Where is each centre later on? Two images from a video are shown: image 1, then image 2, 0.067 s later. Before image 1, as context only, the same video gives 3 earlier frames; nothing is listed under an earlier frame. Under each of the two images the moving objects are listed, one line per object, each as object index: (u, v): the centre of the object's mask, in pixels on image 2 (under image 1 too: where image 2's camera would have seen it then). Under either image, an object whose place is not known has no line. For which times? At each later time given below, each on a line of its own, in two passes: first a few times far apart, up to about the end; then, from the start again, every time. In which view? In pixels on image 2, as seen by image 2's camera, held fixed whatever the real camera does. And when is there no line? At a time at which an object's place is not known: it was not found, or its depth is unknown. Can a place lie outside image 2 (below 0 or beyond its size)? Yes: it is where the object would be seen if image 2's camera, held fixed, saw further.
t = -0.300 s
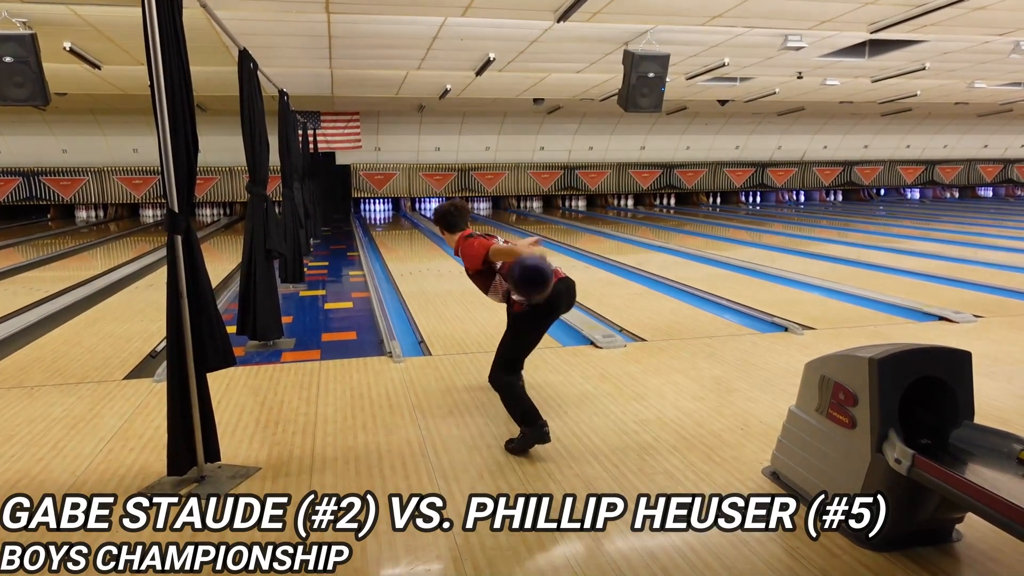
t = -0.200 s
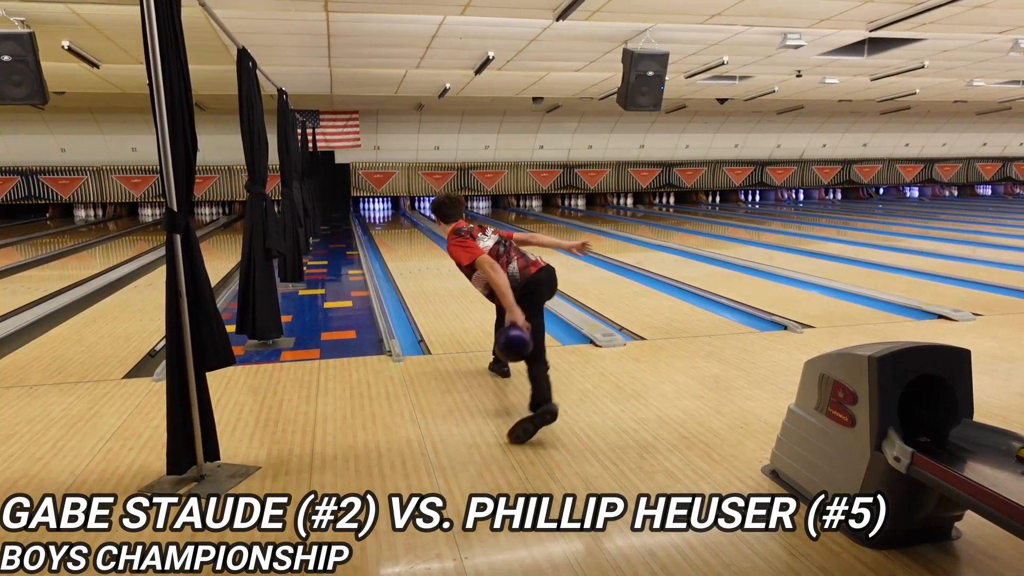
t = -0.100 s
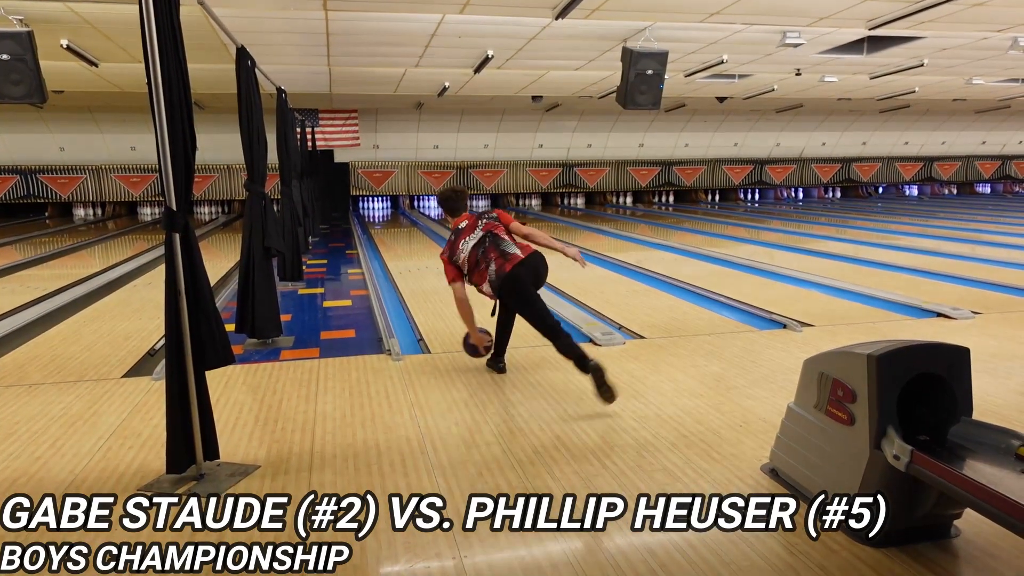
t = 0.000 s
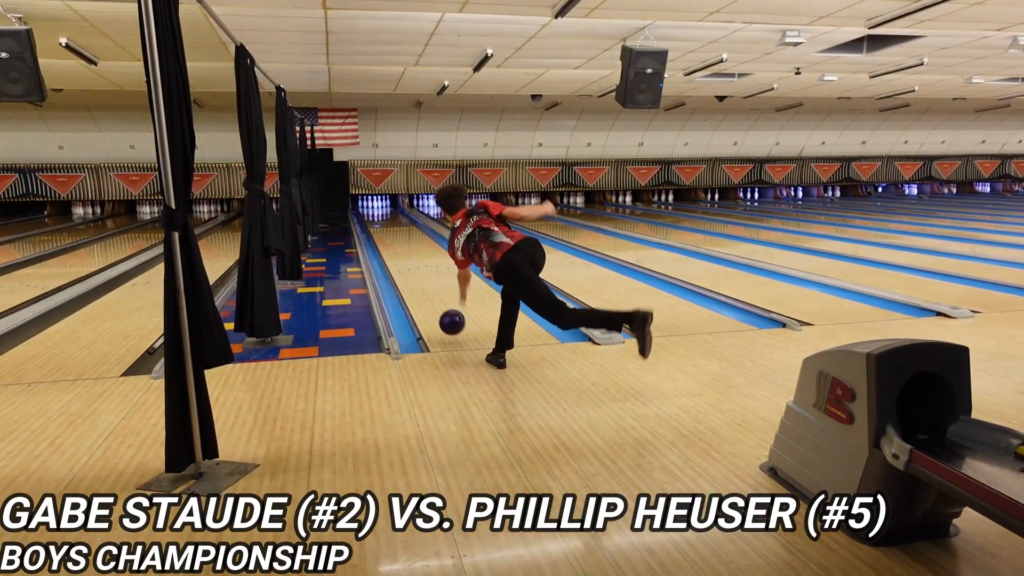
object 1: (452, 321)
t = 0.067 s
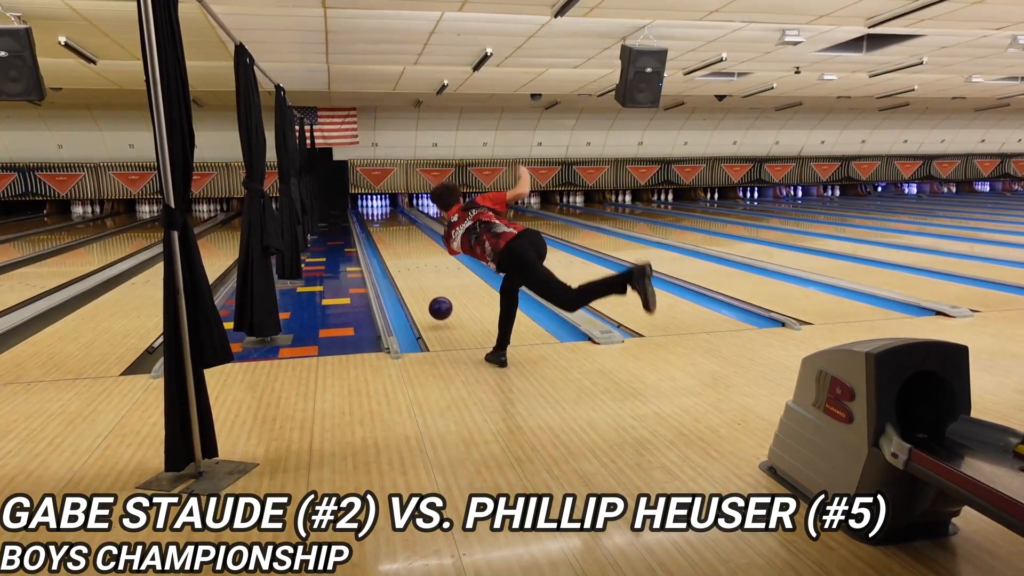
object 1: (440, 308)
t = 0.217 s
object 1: (422, 290)
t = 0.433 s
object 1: (404, 265)
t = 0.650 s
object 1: (392, 248)
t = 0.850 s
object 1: (384, 237)
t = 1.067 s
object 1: (379, 228)
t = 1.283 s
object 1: (375, 221)
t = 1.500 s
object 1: (373, 216)
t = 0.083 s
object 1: (438, 306)
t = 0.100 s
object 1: (436, 304)
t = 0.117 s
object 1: (433, 302)
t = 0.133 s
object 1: (431, 302)
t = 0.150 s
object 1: (429, 300)
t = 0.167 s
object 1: (427, 297)
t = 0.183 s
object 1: (425, 294)
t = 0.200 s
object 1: (424, 292)
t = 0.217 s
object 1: (422, 290)
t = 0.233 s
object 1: (420, 287)
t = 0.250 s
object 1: (419, 285)
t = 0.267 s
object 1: (417, 283)
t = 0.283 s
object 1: (415, 281)
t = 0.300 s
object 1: (414, 279)
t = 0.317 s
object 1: (412, 277)
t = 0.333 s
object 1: (411, 275)
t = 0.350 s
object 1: (410, 273)
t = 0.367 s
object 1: (408, 272)
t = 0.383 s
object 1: (407, 270)
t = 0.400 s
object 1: (406, 268)
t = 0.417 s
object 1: (405, 267)
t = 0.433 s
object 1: (404, 265)
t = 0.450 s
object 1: (403, 264)
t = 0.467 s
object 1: (402, 262)
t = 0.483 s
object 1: (401, 261)
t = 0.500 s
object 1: (400, 260)
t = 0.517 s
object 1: (399, 258)
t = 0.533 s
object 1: (398, 257)
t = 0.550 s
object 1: (397, 255)
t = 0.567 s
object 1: (396, 254)
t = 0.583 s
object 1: (395, 253)
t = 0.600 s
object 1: (394, 252)
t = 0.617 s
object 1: (393, 251)
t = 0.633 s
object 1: (393, 250)
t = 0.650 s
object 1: (392, 248)
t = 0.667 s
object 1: (391, 248)
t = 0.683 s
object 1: (390, 247)
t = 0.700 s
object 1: (390, 245)
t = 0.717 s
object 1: (389, 244)
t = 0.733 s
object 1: (388, 244)
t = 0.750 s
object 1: (388, 242)
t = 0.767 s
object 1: (387, 242)
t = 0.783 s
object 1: (386, 241)
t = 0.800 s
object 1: (386, 240)
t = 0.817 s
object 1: (385, 239)
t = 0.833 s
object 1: (385, 238)
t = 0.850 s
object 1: (384, 237)
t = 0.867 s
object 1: (384, 236)
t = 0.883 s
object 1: (383, 236)
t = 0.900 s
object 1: (383, 235)
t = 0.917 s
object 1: (382, 234)
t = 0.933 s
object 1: (382, 234)
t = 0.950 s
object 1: (381, 233)
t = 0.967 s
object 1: (381, 232)
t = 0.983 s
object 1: (380, 231)
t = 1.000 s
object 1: (380, 231)
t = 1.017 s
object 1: (380, 230)
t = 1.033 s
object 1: (379, 229)
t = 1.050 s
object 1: (379, 229)
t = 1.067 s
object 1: (379, 228)
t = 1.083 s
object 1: (378, 228)
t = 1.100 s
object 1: (378, 227)
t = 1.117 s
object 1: (378, 227)
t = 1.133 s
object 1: (377, 226)
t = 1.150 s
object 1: (377, 226)
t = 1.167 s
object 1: (377, 225)
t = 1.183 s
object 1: (376, 225)
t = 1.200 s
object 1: (376, 224)
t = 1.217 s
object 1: (376, 223)
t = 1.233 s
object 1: (375, 223)
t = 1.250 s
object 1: (375, 222)
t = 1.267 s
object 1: (375, 222)
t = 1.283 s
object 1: (375, 221)
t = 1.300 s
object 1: (375, 221)
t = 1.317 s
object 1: (375, 220)
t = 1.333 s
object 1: (374, 220)
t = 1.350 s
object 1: (374, 220)
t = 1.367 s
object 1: (374, 219)
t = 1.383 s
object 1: (374, 218)
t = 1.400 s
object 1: (374, 218)
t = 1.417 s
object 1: (374, 218)
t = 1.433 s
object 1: (374, 218)
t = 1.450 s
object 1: (374, 217)
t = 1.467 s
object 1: (373, 217)
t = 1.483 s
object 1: (373, 217)
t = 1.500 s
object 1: (373, 216)
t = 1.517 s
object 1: (373, 216)
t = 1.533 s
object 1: (373, 216)
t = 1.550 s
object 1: (373, 215)
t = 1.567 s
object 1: (373, 215)
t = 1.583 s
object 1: (373, 215)
